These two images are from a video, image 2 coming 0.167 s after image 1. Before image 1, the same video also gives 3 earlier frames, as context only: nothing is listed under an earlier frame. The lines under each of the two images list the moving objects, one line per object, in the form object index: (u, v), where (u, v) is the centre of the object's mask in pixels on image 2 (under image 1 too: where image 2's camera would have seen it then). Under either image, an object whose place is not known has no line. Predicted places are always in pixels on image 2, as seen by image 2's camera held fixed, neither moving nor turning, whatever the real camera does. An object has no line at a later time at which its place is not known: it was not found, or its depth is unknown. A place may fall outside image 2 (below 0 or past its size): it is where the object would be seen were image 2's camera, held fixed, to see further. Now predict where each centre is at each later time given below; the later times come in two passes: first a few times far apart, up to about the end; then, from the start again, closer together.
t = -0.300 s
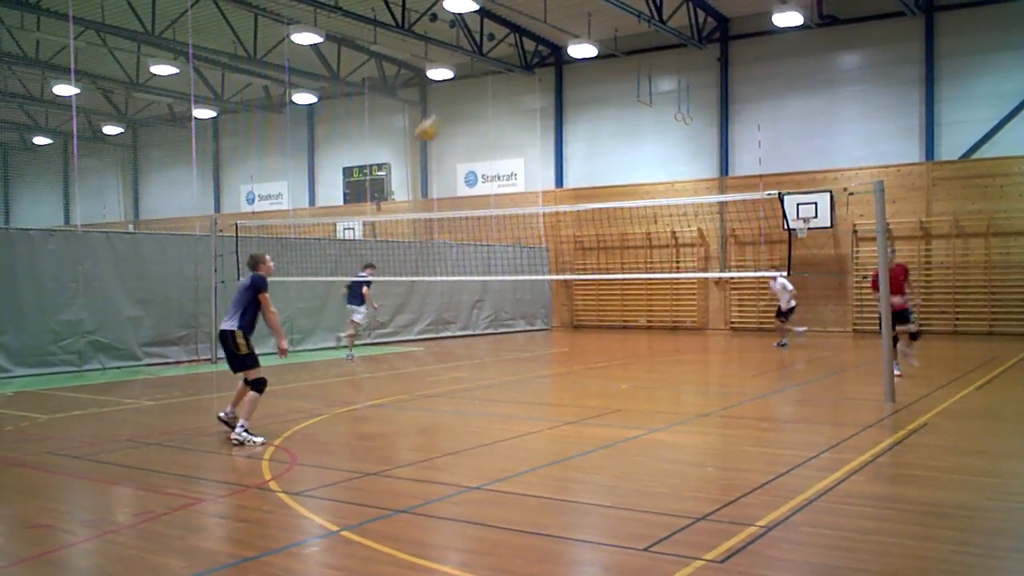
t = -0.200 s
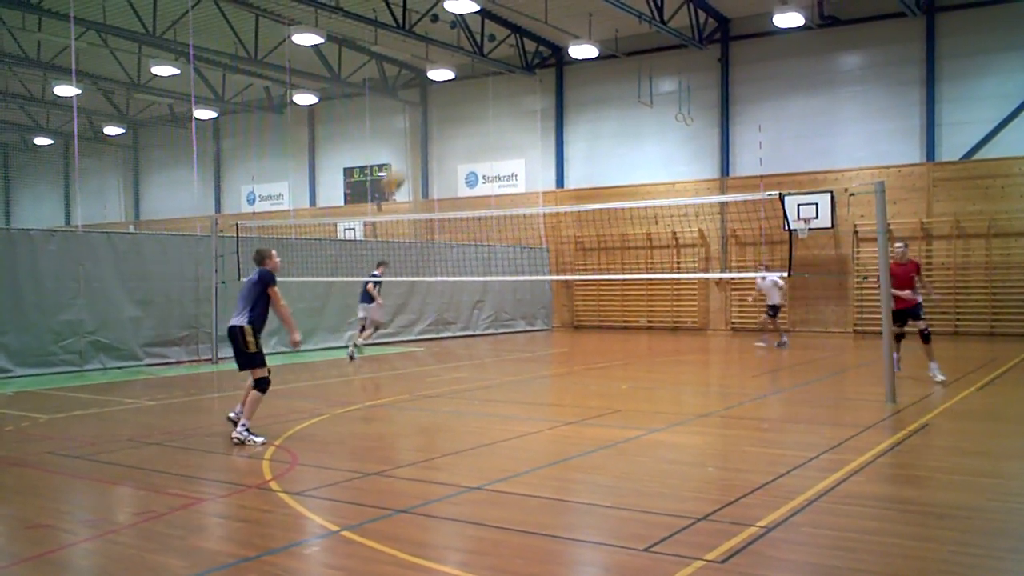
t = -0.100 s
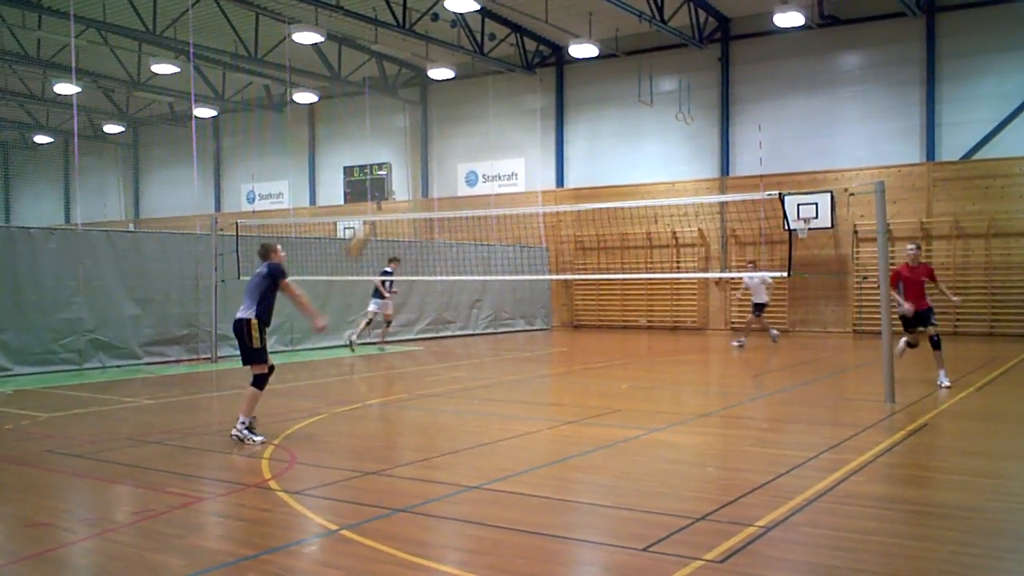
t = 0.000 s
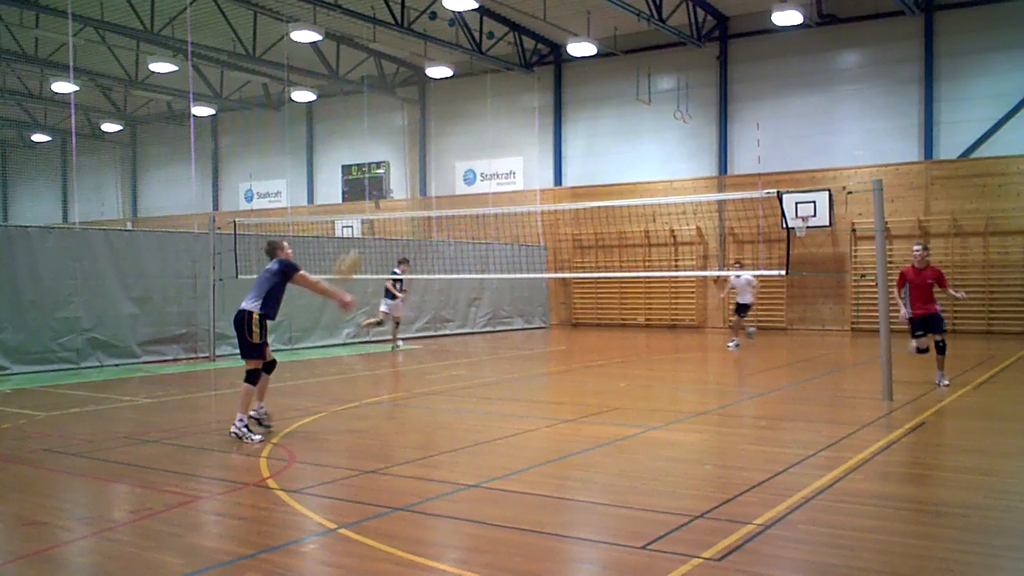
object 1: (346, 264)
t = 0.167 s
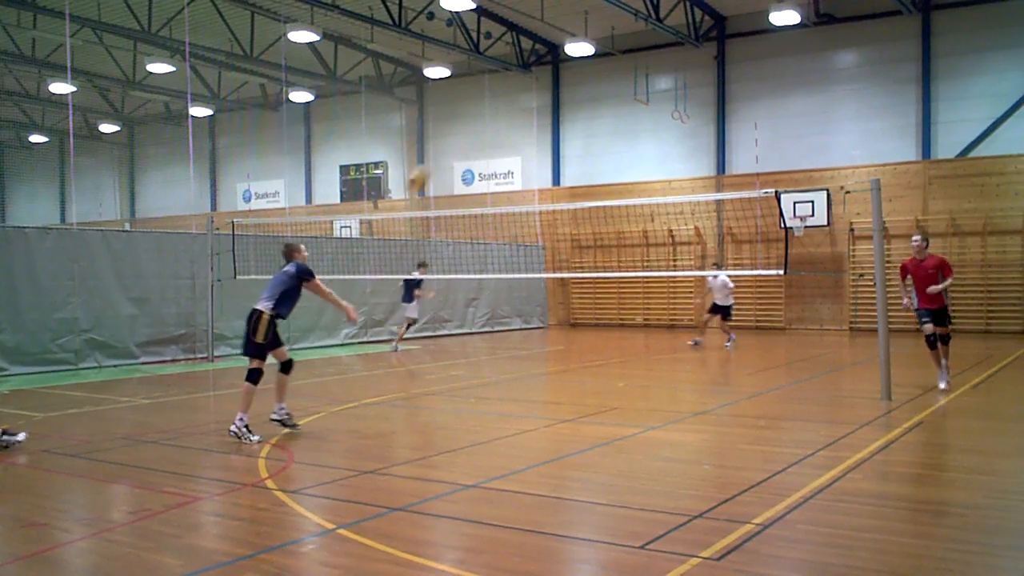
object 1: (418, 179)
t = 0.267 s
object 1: (456, 142)
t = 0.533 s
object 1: (541, 100)
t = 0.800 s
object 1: (612, 123)
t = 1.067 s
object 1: (669, 190)
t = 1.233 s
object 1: (702, 253)
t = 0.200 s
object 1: (430, 166)
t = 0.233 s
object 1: (443, 153)
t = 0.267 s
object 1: (456, 142)
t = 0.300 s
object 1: (467, 133)
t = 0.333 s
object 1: (479, 125)
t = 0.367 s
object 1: (491, 118)
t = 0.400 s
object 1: (501, 113)
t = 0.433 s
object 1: (512, 108)
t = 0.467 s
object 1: (522, 105)
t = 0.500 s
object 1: (531, 102)
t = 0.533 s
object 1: (541, 100)
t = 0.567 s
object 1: (551, 100)
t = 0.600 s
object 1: (559, 101)
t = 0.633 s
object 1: (568, 102)
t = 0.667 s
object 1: (578, 105)
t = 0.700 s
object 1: (586, 108)
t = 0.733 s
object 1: (595, 113)
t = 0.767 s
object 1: (603, 117)
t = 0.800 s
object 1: (612, 123)
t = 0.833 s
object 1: (620, 129)
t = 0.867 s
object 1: (627, 136)
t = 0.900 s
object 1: (635, 144)
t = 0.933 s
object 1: (642, 152)
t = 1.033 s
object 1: (664, 182)
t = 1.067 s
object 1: (669, 190)
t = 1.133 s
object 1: (684, 215)
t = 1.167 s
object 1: (689, 224)
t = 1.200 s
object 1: (696, 239)
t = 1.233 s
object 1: (702, 253)
